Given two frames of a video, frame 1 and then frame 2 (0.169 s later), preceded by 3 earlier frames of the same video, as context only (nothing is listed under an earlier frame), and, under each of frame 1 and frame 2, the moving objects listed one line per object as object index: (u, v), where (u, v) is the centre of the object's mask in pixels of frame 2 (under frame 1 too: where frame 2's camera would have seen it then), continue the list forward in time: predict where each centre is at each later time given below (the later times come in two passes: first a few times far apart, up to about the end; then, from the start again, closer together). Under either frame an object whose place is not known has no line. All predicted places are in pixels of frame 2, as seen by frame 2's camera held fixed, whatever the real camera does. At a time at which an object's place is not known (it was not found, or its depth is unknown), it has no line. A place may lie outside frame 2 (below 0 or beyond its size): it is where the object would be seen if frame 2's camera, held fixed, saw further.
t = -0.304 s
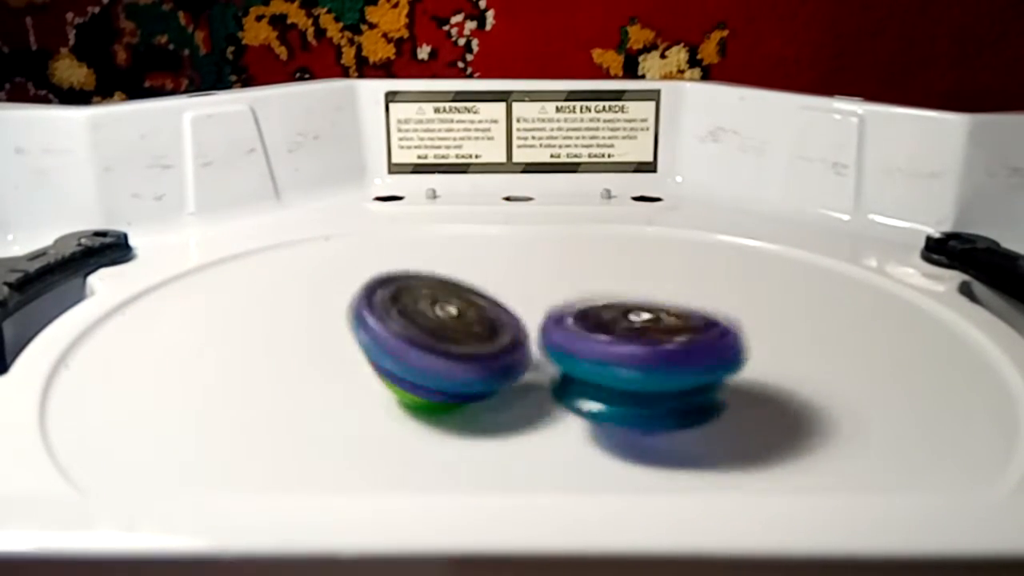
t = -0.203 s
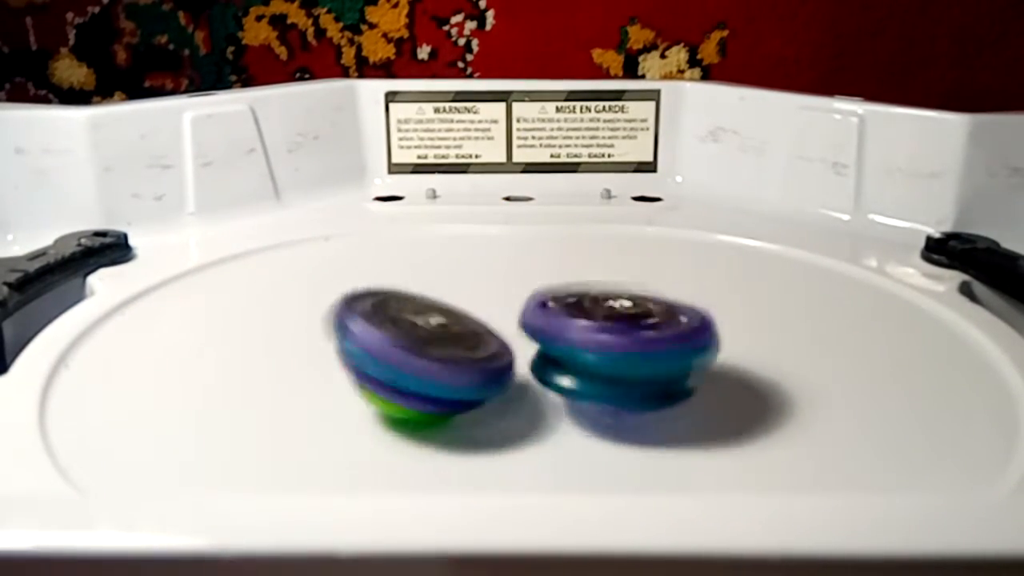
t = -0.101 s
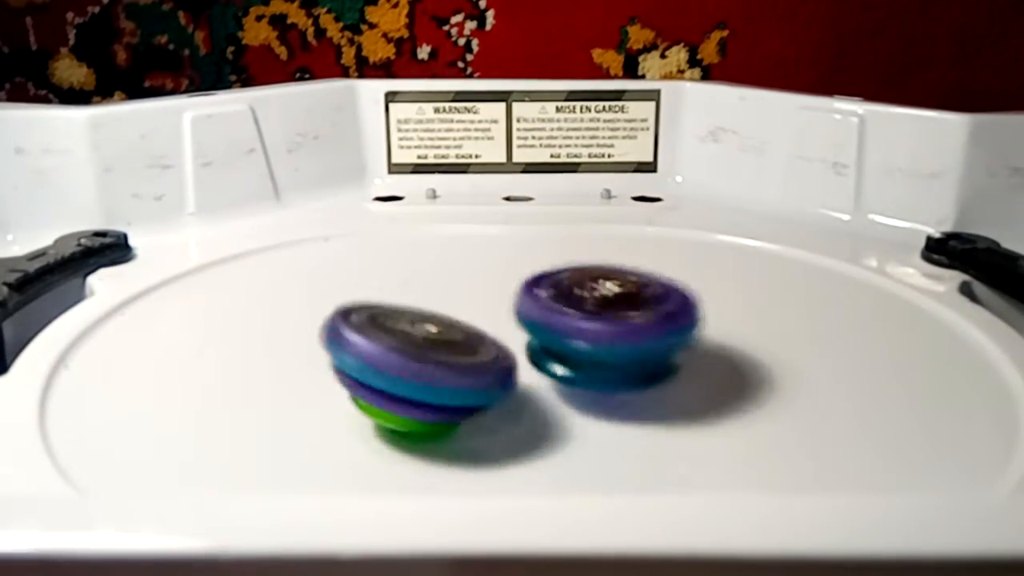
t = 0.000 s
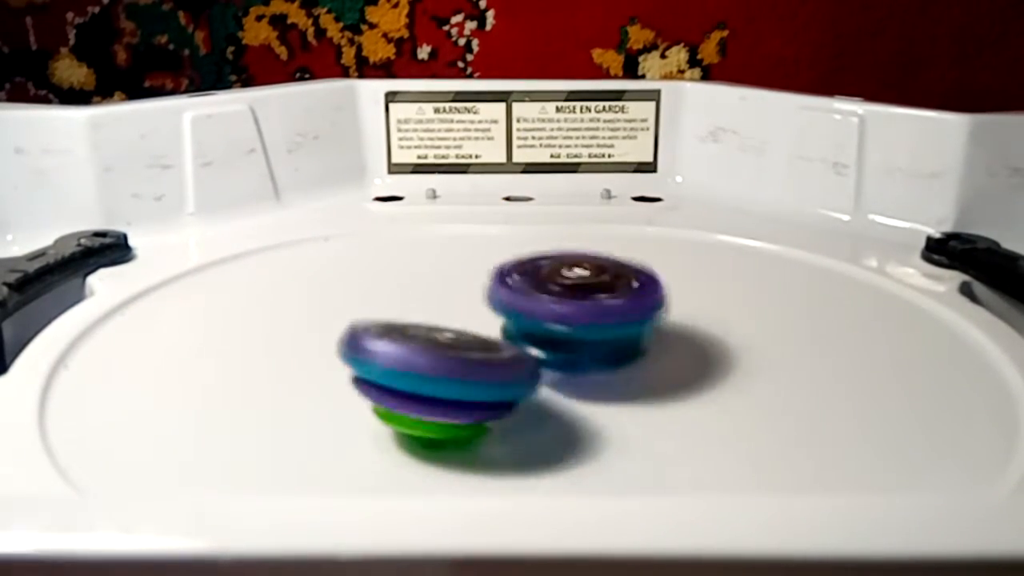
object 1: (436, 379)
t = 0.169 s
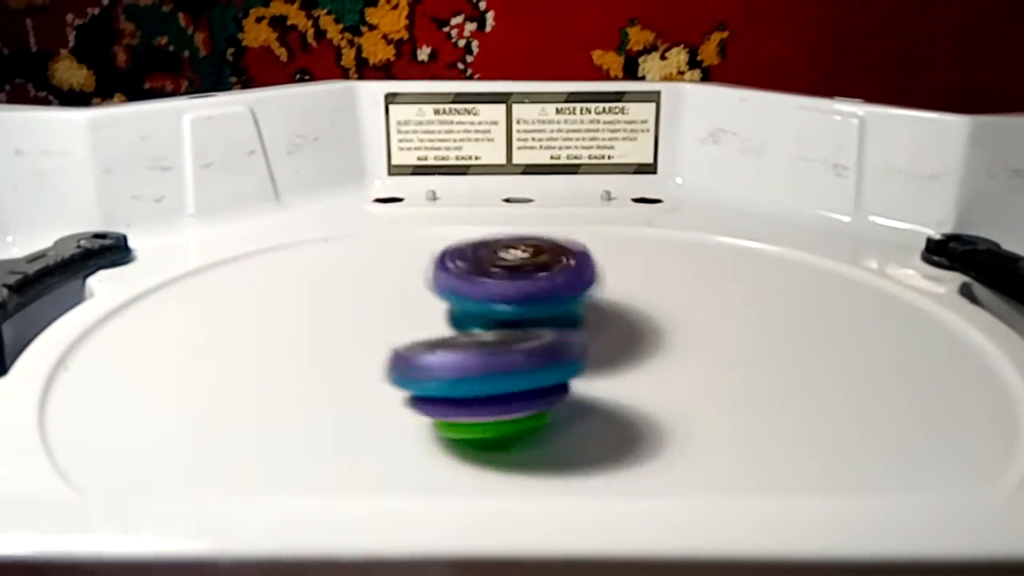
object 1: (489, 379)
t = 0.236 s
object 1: (507, 374)
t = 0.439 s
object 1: (564, 343)
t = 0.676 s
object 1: (596, 312)
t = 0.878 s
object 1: (572, 291)
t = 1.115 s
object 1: (483, 295)
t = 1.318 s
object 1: (470, 342)
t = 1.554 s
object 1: (498, 369)
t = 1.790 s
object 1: (549, 362)
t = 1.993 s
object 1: (566, 336)
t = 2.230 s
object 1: (602, 351)
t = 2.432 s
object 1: (593, 348)
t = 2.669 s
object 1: (588, 347)
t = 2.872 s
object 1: (591, 351)
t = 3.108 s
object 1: (603, 340)
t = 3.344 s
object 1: (600, 320)
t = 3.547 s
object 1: (572, 322)
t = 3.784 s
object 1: (586, 302)
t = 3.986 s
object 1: (599, 288)
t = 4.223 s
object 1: (598, 300)
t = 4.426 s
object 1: (613, 302)
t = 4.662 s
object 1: (607, 304)
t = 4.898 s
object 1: (635, 322)
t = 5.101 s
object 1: (662, 320)
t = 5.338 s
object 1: (654, 321)
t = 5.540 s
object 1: (633, 317)
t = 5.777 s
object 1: (639, 326)
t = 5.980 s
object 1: (642, 339)
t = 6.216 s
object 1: (631, 353)
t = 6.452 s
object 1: (622, 342)
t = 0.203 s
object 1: (498, 378)
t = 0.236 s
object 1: (507, 374)
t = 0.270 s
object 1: (517, 367)
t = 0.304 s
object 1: (524, 363)
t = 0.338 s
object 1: (526, 360)
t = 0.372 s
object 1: (533, 354)
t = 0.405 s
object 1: (547, 346)
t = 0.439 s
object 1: (564, 343)
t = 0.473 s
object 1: (581, 339)
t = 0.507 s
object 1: (593, 334)
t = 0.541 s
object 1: (599, 330)
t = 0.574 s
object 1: (603, 325)
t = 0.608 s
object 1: (601, 321)
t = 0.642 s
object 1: (599, 317)
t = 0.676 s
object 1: (596, 312)
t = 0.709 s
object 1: (591, 308)
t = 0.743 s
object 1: (585, 307)
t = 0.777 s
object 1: (581, 303)
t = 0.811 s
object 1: (577, 301)
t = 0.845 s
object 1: (577, 296)
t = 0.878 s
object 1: (572, 291)
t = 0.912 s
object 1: (561, 285)
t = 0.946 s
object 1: (546, 281)
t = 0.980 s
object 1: (532, 277)
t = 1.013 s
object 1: (510, 276)
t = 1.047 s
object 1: (499, 282)
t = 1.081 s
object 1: (491, 290)
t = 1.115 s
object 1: (483, 295)
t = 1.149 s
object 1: (479, 308)
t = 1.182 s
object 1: (476, 317)
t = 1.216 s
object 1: (472, 324)
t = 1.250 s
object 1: (471, 331)
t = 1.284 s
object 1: (471, 338)
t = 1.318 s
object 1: (470, 342)
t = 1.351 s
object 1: (470, 346)
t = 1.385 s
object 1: (470, 351)
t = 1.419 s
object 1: (473, 356)
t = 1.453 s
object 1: (478, 360)
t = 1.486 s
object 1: (483, 364)
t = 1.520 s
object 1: (489, 367)
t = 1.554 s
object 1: (498, 369)
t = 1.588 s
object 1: (505, 371)
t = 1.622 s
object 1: (513, 371)
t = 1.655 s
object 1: (521, 371)
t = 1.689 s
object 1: (529, 370)
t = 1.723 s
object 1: (537, 368)
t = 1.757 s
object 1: (543, 366)
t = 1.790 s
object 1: (549, 362)
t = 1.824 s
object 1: (552, 358)
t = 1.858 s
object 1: (553, 356)
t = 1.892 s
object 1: (555, 352)
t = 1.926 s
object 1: (558, 348)
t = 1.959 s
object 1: (563, 341)
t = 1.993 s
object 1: (566, 336)
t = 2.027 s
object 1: (579, 340)
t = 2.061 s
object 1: (592, 347)
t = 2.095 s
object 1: (603, 349)
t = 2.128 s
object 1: (604, 351)
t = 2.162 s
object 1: (604, 351)
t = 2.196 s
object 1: (602, 351)
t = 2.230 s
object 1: (602, 351)
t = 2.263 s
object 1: (601, 351)
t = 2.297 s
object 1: (600, 350)
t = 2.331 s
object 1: (598, 350)
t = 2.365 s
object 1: (596, 349)
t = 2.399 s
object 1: (595, 349)
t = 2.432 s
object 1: (593, 348)
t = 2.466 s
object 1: (591, 348)
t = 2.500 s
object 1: (590, 347)
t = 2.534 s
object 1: (589, 347)
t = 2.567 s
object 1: (587, 347)
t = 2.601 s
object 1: (587, 347)
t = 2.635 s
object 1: (587, 347)
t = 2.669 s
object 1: (588, 347)
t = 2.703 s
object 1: (589, 348)
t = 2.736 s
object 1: (591, 349)
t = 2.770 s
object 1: (591, 350)
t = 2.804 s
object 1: (590, 351)
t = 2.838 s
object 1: (590, 351)
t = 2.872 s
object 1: (591, 351)
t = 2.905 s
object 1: (592, 352)
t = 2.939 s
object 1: (591, 352)
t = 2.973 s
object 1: (594, 351)
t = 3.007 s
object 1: (598, 349)
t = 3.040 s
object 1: (602, 346)
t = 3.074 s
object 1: (603, 344)
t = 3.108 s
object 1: (603, 340)
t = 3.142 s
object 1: (605, 338)
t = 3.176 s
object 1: (606, 335)
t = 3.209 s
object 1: (608, 329)
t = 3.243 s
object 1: (610, 324)
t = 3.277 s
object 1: (607, 320)
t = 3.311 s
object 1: (603, 320)
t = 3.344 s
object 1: (600, 320)
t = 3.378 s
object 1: (597, 319)
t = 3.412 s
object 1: (592, 319)
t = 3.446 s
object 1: (584, 318)
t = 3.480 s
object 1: (580, 320)
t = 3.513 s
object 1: (576, 322)
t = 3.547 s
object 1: (572, 322)
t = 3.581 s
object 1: (566, 321)
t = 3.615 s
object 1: (565, 318)
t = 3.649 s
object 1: (569, 317)
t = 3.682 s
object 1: (574, 311)
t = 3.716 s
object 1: (578, 304)
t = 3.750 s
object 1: (584, 302)
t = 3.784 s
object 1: (586, 302)
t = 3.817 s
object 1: (589, 299)
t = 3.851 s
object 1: (592, 292)
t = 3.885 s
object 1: (595, 292)
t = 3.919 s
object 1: (599, 289)
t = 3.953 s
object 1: (602, 289)
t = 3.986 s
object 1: (599, 288)
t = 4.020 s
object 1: (602, 288)
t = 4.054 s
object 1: (600, 293)
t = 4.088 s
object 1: (596, 293)
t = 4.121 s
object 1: (594, 294)
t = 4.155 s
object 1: (599, 300)
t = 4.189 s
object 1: (601, 303)
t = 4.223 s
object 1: (598, 300)
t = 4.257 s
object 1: (598, 301)
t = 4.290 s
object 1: (600, 300)
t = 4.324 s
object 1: (603, 300)
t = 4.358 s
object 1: (607, 301)
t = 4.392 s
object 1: (613, 301)
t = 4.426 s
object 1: (613, 302)
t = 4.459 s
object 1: (614, 301)
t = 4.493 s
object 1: (608, 300)
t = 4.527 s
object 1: (606, 297)
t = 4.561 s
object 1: (604, 298)
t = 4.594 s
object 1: (607, 301)
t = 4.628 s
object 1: (609, 303)
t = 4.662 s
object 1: (607, 304)
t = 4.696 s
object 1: (604, 306)
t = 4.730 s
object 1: (602, 308)
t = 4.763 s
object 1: (602, 312)
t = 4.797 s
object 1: (609, 317)
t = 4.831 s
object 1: (614, 320)
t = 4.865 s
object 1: (626, 322)
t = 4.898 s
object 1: (635, 322)
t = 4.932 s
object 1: (644, 324)
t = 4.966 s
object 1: (655, 327)
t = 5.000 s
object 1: (660, 323)
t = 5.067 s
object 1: (661, 321)
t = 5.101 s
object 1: (662, 320)
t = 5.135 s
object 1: (657, 319)
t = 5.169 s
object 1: (655, 315)
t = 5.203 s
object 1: (653, 316)
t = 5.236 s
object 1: (651, 316)
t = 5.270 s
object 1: (652, 315)
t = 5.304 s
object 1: (654, 318)
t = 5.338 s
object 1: (654, 321)
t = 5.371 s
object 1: (652, 323)
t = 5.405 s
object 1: (646, 320)
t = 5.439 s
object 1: (641, 321)
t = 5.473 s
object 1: (633, 319)
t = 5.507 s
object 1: (627, 316)
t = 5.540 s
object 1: (633, 317)
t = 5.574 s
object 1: (643, 317)
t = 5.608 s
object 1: (648, 319)
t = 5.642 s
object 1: (652, 322)
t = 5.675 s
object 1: (650, 325)
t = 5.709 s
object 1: (646, 329)
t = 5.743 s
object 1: (641, 328)
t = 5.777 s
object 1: (639, 326)
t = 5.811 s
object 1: (637, 326)
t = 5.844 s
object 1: (636, 326)
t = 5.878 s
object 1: (635, 326)
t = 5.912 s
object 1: (636, 328)
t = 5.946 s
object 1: (641, 333)
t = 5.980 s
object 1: (642, 339)
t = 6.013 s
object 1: (638, 341)
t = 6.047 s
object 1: (638, 344)
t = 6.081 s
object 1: (638, 347)
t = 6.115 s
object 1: (638, 350)
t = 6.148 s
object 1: (634, 353)
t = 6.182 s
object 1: (633, 352)
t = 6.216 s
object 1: (631, 353)
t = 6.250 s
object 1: (628, 351)
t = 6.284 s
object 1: (624, 348)
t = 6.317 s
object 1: (622, 342)
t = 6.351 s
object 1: (626, 339)
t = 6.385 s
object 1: (626, 341)
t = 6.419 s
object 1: (625, 340)
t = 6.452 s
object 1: (622, 342)
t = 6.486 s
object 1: (619, 344)
